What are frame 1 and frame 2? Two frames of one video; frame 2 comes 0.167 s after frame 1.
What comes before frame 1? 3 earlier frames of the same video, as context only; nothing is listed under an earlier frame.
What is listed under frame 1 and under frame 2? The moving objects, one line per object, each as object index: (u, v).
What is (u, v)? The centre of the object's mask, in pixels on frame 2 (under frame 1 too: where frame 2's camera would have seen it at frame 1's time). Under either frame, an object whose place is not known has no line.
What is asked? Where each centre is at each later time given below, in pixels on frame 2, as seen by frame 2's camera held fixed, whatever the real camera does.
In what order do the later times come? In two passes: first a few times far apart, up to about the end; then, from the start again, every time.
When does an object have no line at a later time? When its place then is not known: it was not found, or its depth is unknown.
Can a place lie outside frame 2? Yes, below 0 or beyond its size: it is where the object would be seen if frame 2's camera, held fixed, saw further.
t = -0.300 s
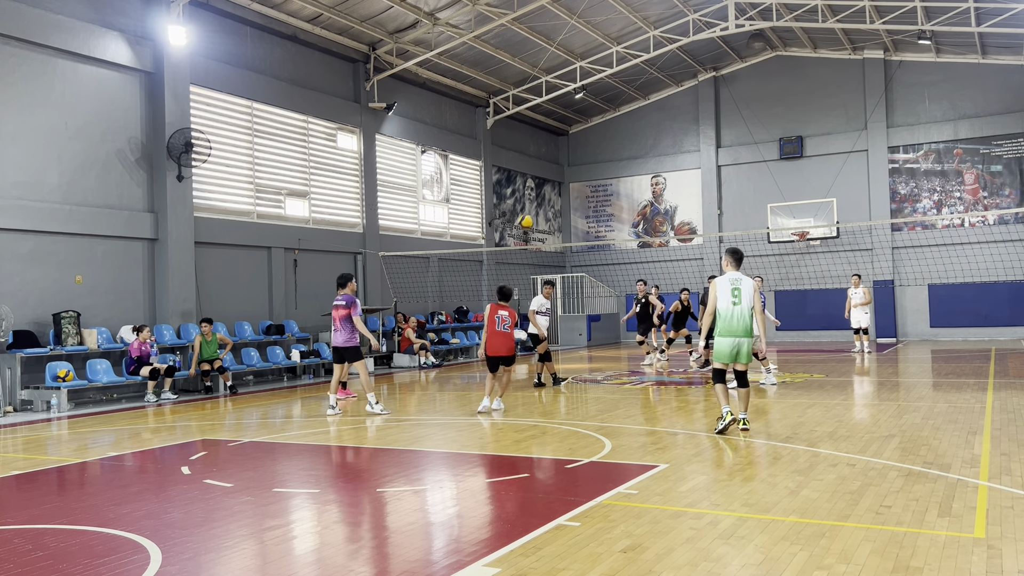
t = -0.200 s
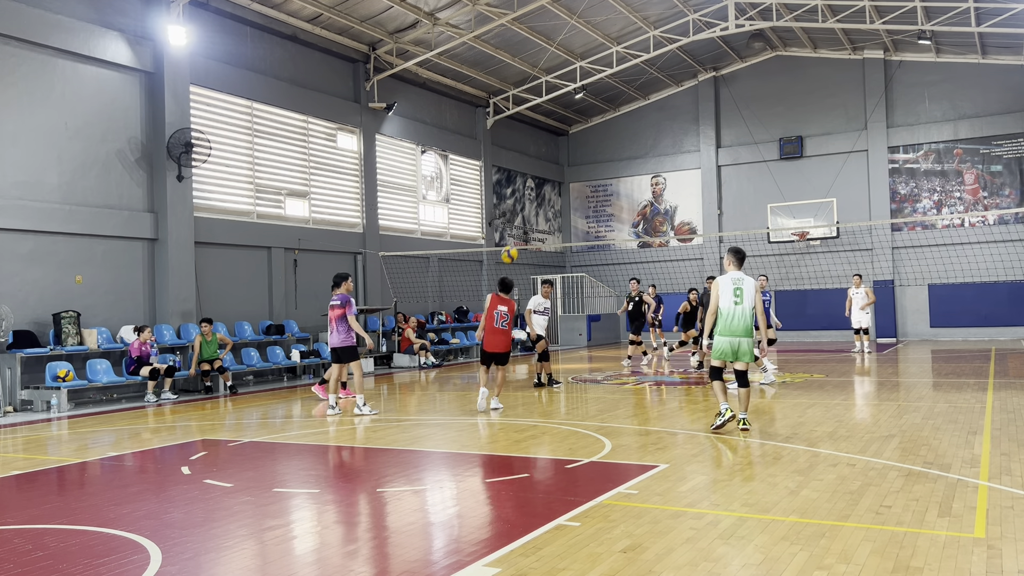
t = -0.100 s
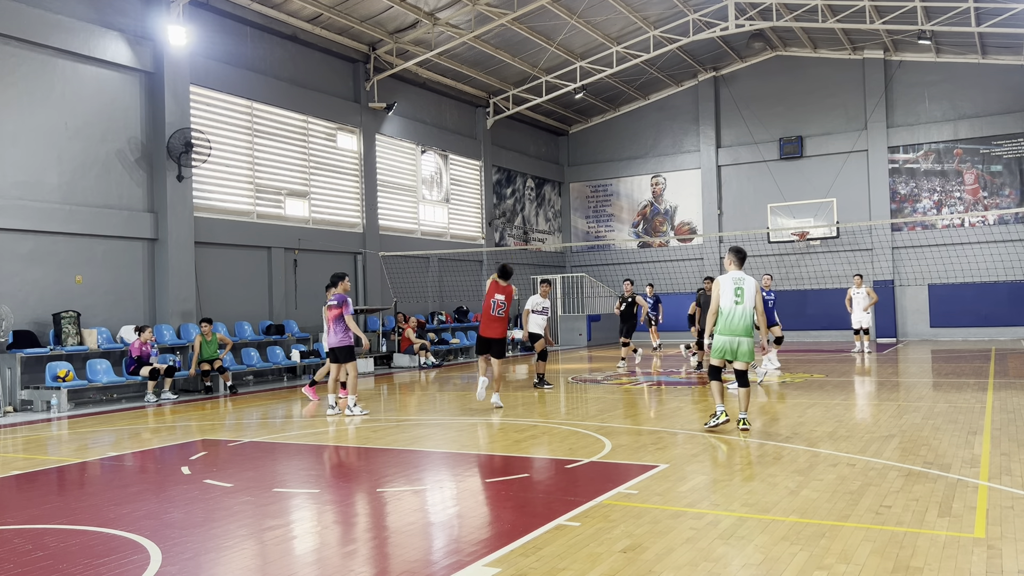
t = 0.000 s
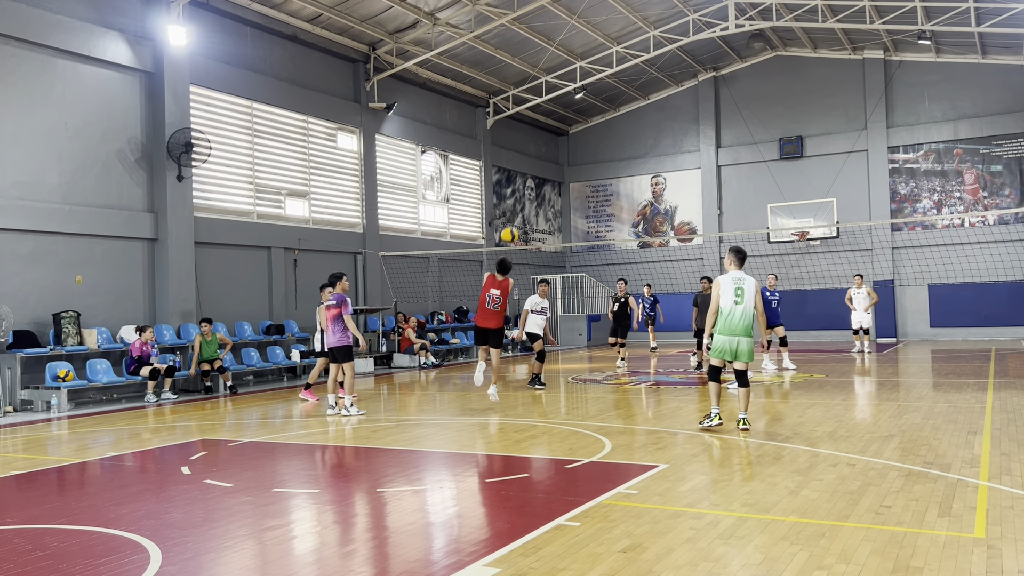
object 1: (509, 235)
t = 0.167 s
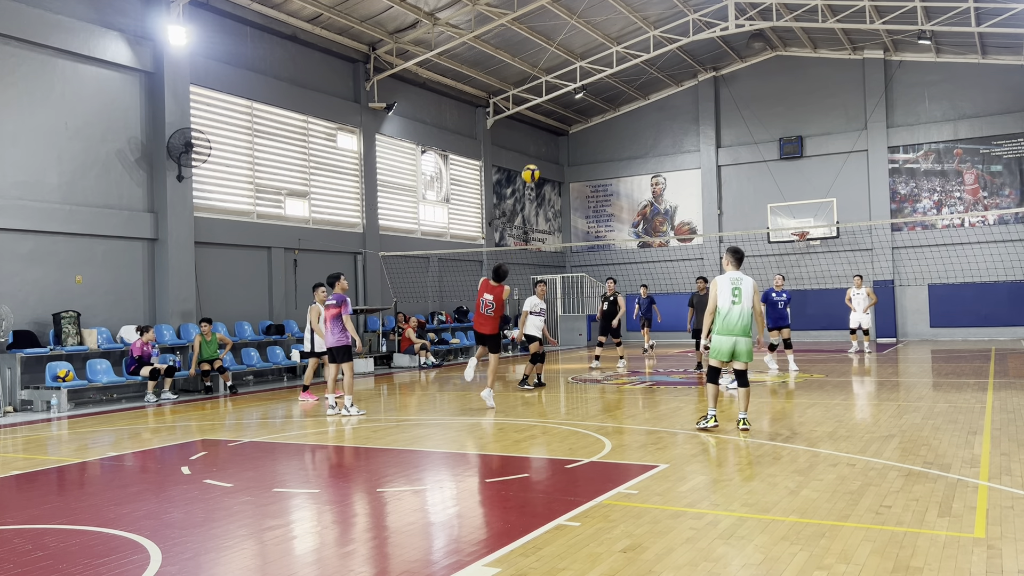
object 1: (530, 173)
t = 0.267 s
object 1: (543, 147)
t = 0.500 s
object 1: (571, 117)
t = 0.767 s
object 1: (607, 133)
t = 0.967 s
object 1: (632, 182)
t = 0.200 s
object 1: (535, 164)
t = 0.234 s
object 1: (539, 155)
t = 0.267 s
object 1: (543, 147)
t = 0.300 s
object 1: (547, 140)
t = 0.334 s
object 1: (551, 134)
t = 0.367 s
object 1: (555, 129)
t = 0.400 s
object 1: (559, 124)
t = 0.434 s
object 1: (563, 120)
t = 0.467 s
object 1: (566, 118)
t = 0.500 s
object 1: (571, 117)
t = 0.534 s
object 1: (575, 115)
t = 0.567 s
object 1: (581, 116)
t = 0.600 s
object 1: (585, 117)
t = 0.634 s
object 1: (589, 118)
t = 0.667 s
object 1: (594, 121)
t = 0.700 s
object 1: (598, 124)
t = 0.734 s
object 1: (602, 129)
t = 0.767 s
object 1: (607, 133)
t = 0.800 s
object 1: (611, 140)
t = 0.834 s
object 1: (615, 147)
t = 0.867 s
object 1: (620, 154)
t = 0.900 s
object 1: (624, 163)
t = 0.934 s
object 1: (628, 172)
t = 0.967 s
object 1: (632, 182)
